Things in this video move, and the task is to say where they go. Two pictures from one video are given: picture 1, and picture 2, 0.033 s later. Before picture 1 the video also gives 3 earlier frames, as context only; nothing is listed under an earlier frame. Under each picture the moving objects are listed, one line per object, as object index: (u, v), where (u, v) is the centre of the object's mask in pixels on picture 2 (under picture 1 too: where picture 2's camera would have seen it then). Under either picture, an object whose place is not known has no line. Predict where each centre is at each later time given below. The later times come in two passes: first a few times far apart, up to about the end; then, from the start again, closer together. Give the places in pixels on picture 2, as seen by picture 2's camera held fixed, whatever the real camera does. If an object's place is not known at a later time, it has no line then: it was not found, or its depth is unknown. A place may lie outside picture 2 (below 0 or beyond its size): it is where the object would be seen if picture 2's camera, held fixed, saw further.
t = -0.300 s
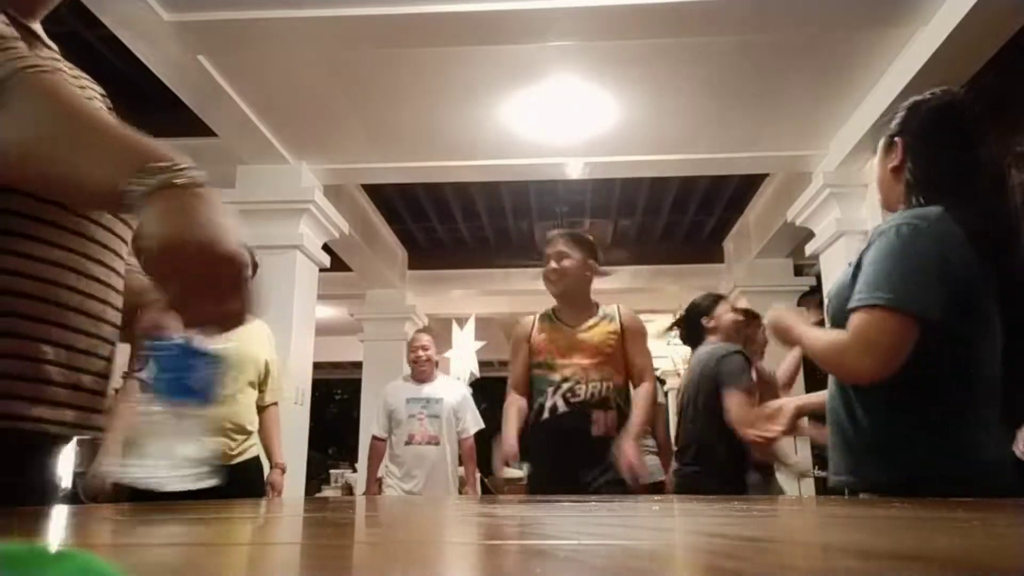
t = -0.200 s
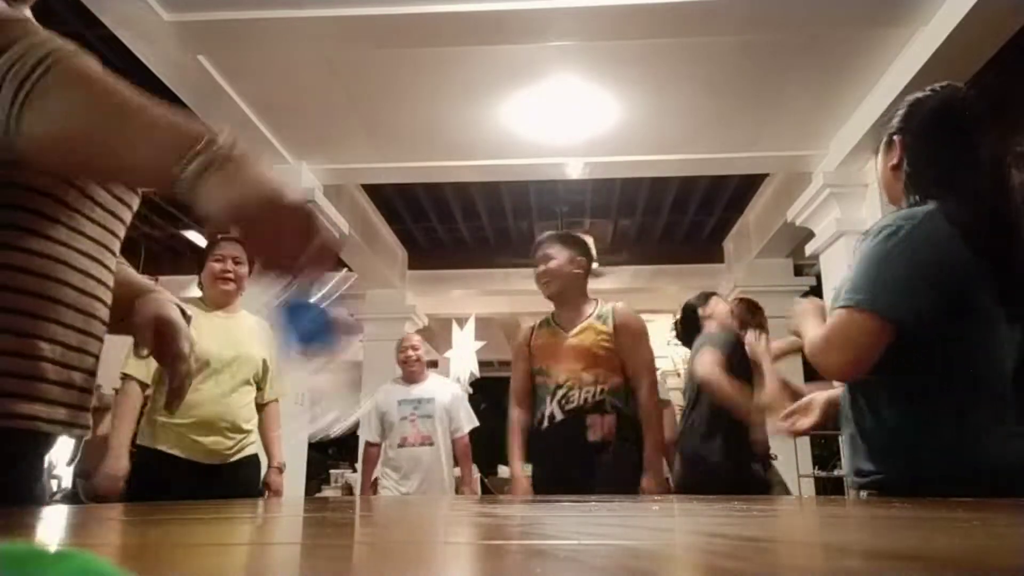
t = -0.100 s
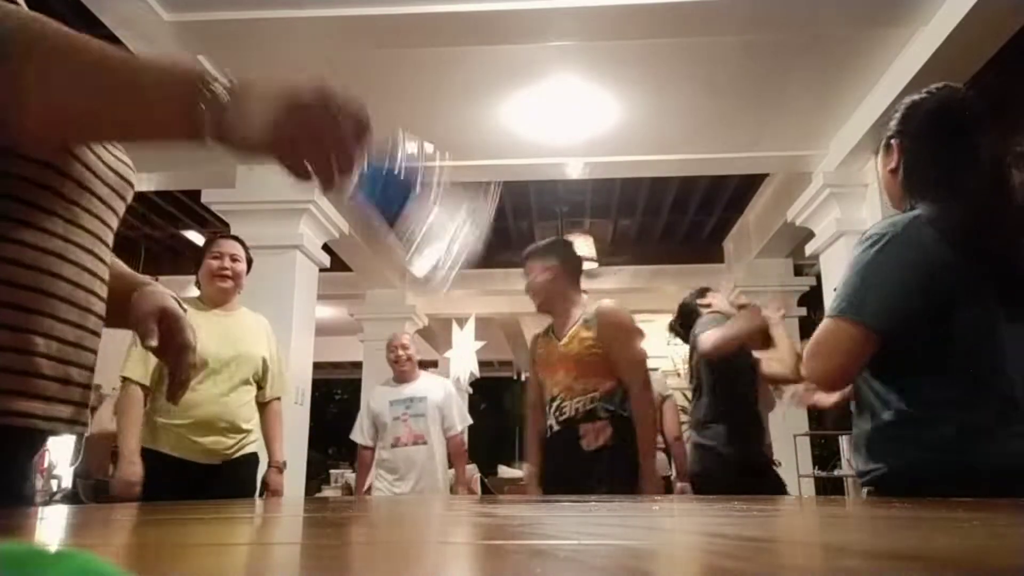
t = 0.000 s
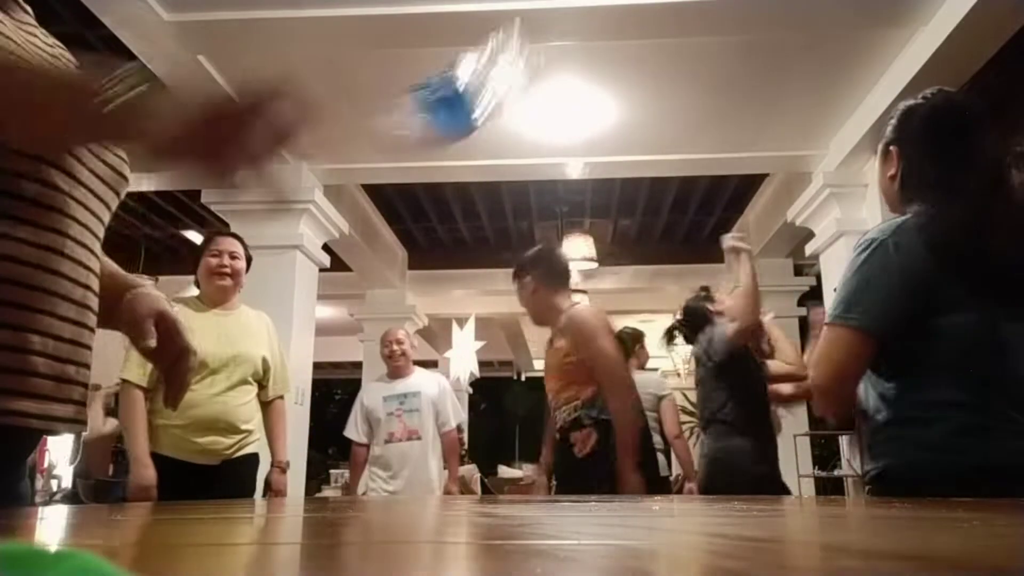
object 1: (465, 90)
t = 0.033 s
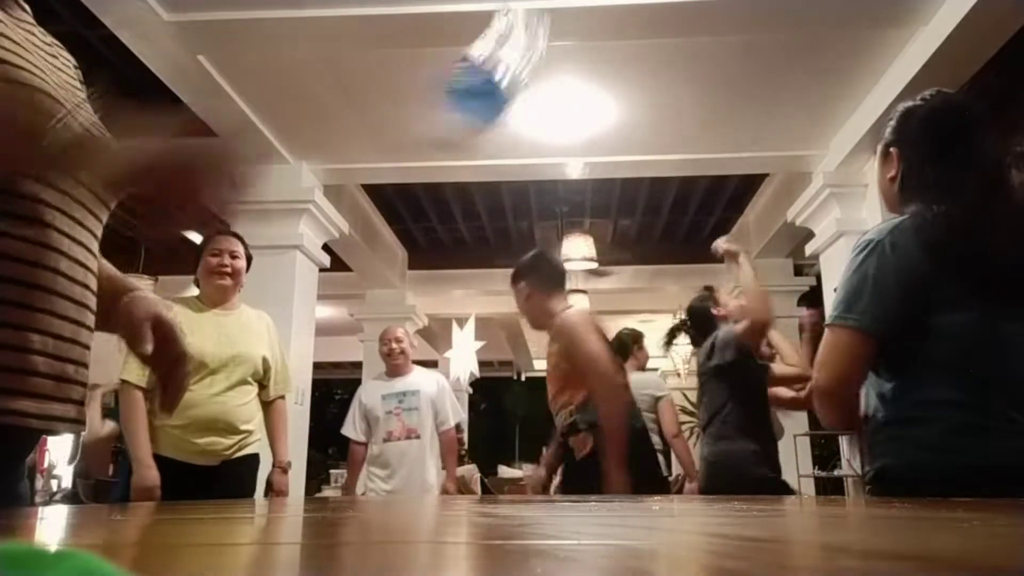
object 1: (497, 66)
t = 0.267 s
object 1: (625, 187)
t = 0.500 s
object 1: (759, 466)
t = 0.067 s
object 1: (514, 54)
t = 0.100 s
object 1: (532, 51)
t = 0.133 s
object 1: (547, 53)
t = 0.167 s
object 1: (564, 65)
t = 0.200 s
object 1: (584, 88)
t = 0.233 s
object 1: (602, 132)
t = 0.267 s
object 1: (625, 187)
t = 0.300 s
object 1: (640, 234)
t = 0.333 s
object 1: (648, 318)
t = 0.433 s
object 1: (722, 454)
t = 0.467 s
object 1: (743, 458)
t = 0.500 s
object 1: (759, 466)
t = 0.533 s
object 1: (771, 467)
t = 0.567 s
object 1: (780, 467)
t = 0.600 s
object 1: (785, 467)
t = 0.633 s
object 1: (791, 467)
